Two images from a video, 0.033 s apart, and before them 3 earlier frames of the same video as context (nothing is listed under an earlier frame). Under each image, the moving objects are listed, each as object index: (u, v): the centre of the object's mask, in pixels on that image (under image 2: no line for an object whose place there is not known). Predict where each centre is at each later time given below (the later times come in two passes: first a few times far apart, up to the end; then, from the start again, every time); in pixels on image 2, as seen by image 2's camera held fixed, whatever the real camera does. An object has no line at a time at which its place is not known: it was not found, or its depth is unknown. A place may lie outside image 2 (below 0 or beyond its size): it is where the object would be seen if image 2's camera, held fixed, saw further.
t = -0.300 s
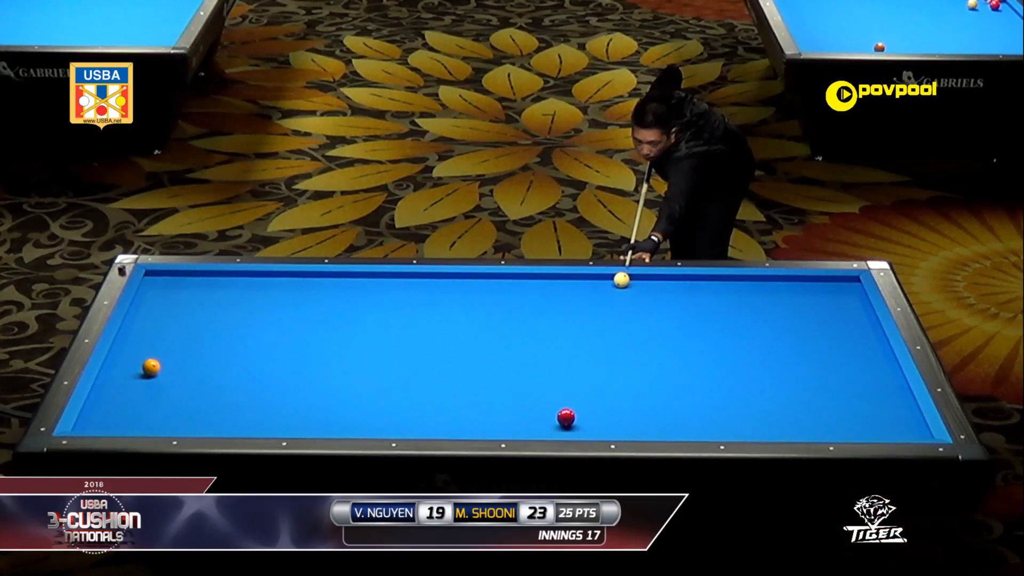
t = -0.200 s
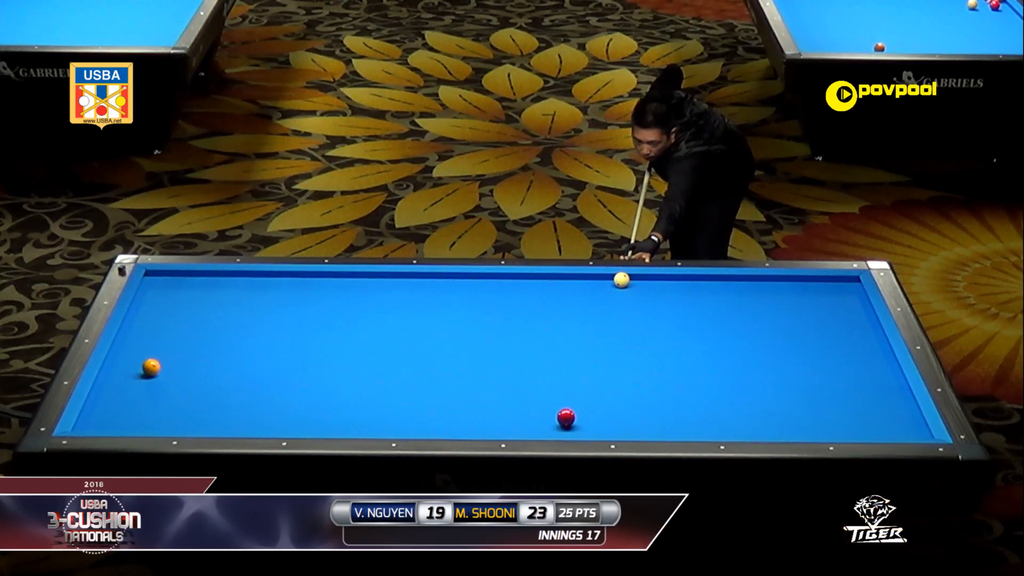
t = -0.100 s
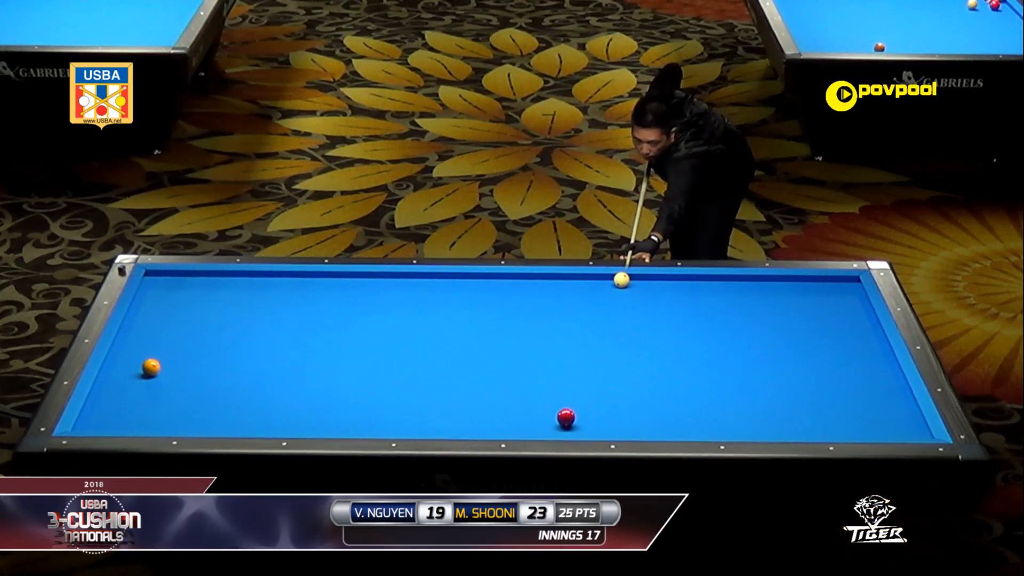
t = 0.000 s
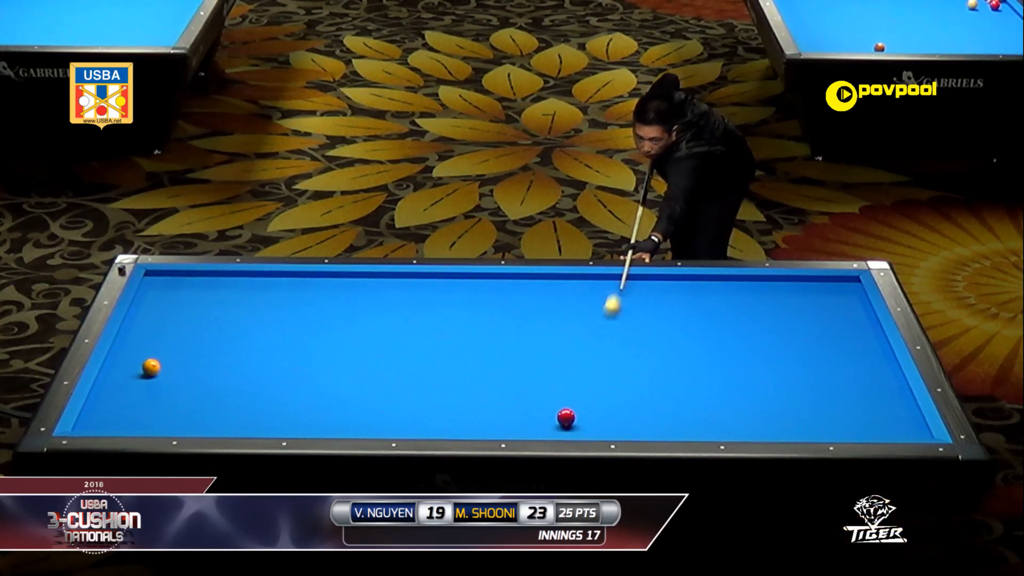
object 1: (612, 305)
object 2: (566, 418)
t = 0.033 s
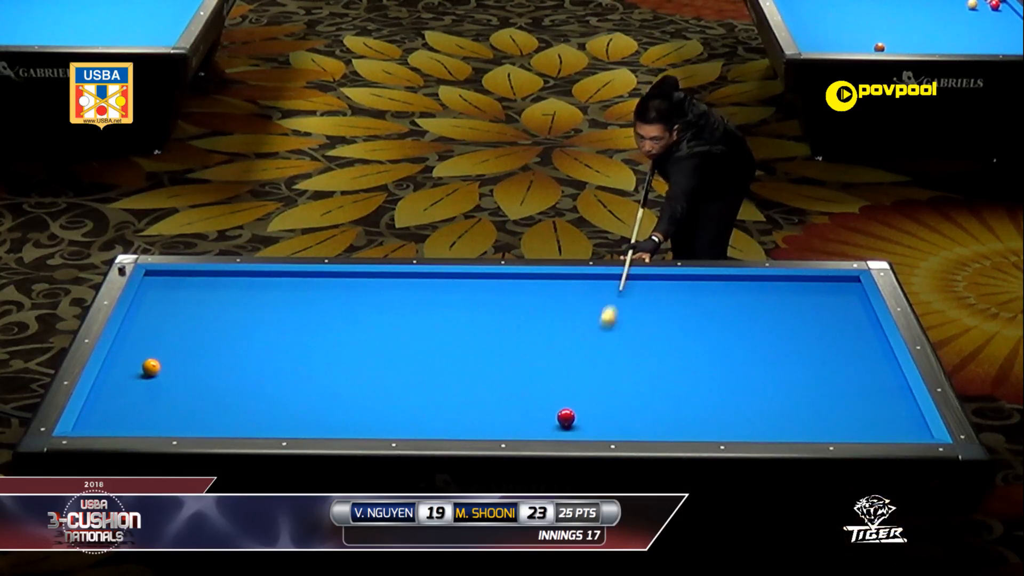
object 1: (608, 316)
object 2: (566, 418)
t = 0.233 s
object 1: (585, 391)
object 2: (566, 418)
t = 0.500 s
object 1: (659, 414)
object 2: (485, 415)
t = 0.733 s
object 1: (733, 384)
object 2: (431, 389)
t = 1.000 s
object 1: (801, 361)
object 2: (378, 363)
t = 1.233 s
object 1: (857, 342)
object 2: (334, 342)
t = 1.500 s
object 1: (840, 319)
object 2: (288, 319)
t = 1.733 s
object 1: (798, 298)
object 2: (249, 301)
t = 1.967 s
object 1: (760, 279)
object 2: (213, 283)
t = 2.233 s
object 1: (722, 291)
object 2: (177, 281)
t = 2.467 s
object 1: (689, 303)
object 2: (147, 289)
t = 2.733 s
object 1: (651, 315)
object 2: (158, 294)
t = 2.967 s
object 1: (617, 326)
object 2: (170, 299)
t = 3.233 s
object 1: (579, 339)
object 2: (183, 305)
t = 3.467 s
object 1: (544, 351)
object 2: (194, 309)
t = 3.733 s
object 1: (504, 364)
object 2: (206, 314)
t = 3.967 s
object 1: (469, 375)
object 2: (216, 318)
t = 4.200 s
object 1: (433, 387)
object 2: (226, 322)
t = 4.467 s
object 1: (392, 401)
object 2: (236, 326)
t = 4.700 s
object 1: (356, 413)
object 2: (245, 329)
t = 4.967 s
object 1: (314, 425)
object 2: (255, 334)
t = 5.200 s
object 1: (288, 424)
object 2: (263, 337)
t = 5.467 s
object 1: (263, 419)
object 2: (272, 340)
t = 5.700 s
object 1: (242, 413)
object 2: (279, 343)
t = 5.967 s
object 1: (220, 406)
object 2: (286, 346)
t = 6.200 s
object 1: (201, 401)
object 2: (292, 348)
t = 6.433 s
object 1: (184, 395)
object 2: (298, 351)
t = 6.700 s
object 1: (164, 389)
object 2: (304, 353)
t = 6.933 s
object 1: (148, 384)
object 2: (308, 355)
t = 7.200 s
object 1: (130, 379)
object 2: (313, 357)
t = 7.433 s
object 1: (115, 375)
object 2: (316, 358)
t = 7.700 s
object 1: (113, 371)
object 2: (319, 360)
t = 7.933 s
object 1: (123, 368)
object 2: (322, 361)
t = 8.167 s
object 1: (133, 365)
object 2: (324, 361)
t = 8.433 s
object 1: (139, 363)
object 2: (325, 362)
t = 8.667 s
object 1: (143, 360)
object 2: (326, 363)
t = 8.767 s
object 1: (145, 359)
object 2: (326, 363)
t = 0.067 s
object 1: (604, 329)
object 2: (566, 418)
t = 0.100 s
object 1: (600, 341)
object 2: (566, 418)
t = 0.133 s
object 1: (596, 352)
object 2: (566, 418)
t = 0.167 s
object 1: (592, 365)
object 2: (566, 418)
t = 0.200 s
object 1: (589, 378)
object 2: (566, 418)
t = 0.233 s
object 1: (585, 391)
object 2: (566, 418)
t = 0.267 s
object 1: (581, 403)
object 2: (566, 418)
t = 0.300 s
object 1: (584, 414)
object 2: (559, 420)
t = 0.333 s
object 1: (596, 421)
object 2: (543, 426)
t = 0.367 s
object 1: (609, 427)
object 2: (527, 429)
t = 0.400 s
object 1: (623, 429)
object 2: (515, 427)
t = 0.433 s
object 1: (636, 425)
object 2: (505, 424)
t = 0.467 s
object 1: (648, 419)
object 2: (494, 419)
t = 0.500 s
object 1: (659, 414)
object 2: (485, 415)
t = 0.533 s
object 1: (671, 409)
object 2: (476, 410)
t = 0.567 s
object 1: (682, 404)
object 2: (468, 406)
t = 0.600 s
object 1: (693, 400)
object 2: (460, 402)
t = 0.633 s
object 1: (703, 395)
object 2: (452, 399)
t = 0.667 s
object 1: (713, 391)
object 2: (445, 395)
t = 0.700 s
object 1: (723, 387)
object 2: (438, 392)
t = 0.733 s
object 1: (733, 384)
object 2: (431, 389)
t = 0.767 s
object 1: (742, 380)
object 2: (424, 386)
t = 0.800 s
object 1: (751, 377)
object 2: (417, 382)
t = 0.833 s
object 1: (759, 374)
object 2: (411, 379)
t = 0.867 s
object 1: (768, 372)
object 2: (404, 375)
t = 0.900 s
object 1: (776, 369)
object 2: (397, 372)
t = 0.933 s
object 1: (784, 366)
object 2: (391, 369)
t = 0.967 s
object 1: (793, 363)
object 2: (384, 366)
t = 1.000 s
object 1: (801, 361)
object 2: (378, 363)
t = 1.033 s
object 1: (809, 358)
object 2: (371, 360)
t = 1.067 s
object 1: (817, 355)
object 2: (365, 357)
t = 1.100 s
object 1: (825, 353)
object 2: (359, 354)
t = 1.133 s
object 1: (833, 350)
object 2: (353, 351)
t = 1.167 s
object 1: (841, 347)
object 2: (346, 348)
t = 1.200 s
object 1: (849, 345)
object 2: (340, 345)
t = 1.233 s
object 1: (857, 342)
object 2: (334, 342)
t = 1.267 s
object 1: (865, 340)
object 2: (328, 339)
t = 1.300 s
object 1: (872, 337)
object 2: (322, 336)
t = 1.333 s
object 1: (877, 335)
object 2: (316, 333)
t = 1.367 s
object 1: (869, 331)
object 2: (310, 330)
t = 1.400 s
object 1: (861, 328)
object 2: (305, 328)
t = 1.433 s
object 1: (853, 325)
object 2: (299, 325)
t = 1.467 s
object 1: (846, 322)
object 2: (293, 322)
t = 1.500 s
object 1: (840, 319)
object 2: (288, 319)
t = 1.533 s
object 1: (834, 316)
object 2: (282, 316)
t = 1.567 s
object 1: (828, 313)
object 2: (276, 314)
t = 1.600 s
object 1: (822, 310)
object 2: (271, 311)
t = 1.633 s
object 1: (816, 307)
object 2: (266, 309)
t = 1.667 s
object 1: (810, 304)
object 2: (260, 306)
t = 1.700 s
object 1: (804, 301)
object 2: (255, 303)
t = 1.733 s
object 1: (798, 298)
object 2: (249, 301)
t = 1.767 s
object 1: (793, 295)
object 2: (244, 298)
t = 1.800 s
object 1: (787, 293)
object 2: (239, 295)
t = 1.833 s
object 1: (781, 290)
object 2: (234, 293)
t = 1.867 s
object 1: (776, 287)
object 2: (229, 291)
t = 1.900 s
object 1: (770, 284)
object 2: (223, 288)
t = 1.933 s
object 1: (765, 281)
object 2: (218, 286)
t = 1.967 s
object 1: (760, 279)
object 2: (213, 283)
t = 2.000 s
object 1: (755, 280)
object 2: (208, 281)
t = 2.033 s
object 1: (750, 282)
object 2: (203, 278)
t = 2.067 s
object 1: (746, 284)
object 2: (199, 276)
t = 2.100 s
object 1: (741, 285)
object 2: (194, 275)
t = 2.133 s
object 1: (737, 287)
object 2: (190, 276)
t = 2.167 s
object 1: (732, 288)
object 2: (185, 278)
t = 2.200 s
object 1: (727, 290)
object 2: (181, 280)
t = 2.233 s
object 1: (722, 291)
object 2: (177, 281)
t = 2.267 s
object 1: (717, 293)
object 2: (172, 282)
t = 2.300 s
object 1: (713, 295)
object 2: (169, 283)
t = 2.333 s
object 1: (708, 296)
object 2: (164, 284)
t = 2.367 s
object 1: (703, 298)
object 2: (160, 286)
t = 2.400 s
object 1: (699, 299)
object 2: (156, 287)
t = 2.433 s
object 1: (694, 301)
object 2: (151, 288)
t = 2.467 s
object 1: (689, 303)
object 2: (147, 289)
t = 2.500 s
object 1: (684, 304)
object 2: (145, 290)
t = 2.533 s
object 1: (680, 305)
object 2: (147, 290)
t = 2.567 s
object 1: (675, 307)
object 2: (150, 291)
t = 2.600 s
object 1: (670, 309)
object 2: (151, 292)
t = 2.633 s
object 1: (666, 310)
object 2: (153, 293)
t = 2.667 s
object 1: (661, 312)
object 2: (155, 293)
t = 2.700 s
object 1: (656, 313)
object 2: (156, 294)
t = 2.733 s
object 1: (651, 315)
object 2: (158, 294)
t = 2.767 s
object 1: (646, 317)
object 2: (160, 295)
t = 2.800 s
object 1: (641, 318)
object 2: (161, 296)
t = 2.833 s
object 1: (637, 320)
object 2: (163, 297)
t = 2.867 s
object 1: (632, 321)
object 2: (165, 297)
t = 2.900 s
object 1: (627, 323)
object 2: (166, 298)
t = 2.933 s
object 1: (622, 325)
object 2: (168, 299)
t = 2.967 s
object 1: (617, 326)
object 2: (170, 299)
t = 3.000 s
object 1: (613, 328)
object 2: (171, 300)
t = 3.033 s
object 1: (608, 329)
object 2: (173, 301)
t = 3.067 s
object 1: (603, 331)
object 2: (174, 301)
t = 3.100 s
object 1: (598, 333)
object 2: (176, 302)
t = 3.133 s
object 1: (593, 334)
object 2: (178, 302)
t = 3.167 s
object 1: (588, 336)
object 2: (179, 303)
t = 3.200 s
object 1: (583, 338)
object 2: (181, 304)
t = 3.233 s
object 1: (579, 339)
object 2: (183, 305)
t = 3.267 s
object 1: (573, 341)
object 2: (184, 305)
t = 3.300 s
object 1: (569, 342)
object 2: (186, 306)
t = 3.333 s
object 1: (564, 344)
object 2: (187, 306)
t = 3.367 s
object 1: (559, 346)
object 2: (189, 307)
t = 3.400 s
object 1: (554, 348)
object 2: (191, 308)
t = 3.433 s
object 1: (549, 349)
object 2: (192, 308)
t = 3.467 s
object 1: (544, 351)
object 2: (194, 309)
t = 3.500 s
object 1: (539, 352)
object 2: (195, 310)
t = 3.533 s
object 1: (534, 354)
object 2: (197, 310)
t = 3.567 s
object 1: (529, 356)
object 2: (198, 311)
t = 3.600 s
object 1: (524, 357)
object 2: (200, 311)
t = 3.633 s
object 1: (519, 359)
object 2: (201, 312)
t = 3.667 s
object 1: (514, 361)
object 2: (203, 313)
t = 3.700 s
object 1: (509, 362)
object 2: (204, 313)
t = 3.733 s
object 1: (504, 364)
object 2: (206, 314)
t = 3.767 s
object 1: (499, 366)
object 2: (207, 314)
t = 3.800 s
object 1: (494, 368)
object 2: (209, 315)
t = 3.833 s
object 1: (489, 369)
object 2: (210, 315)
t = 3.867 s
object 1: (484, 371)
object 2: (212, 316)
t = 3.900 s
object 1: (479, 372)
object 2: (213, 317)
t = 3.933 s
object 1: (474, 374)
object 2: (215, 317)
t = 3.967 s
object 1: (469, 375)
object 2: (216, 318)
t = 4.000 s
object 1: (464, 378)
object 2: (217, 318)
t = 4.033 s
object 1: (459, 379)
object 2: (219, 319)
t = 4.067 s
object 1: (454, 381)
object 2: (220, 319)
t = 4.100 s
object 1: (449, 382)
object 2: (222, 320)
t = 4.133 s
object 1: (444, 384)
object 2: (223, 321)
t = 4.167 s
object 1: (439, 386)
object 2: (224, 321)
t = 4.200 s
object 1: (433, 387)
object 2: (226, 322)
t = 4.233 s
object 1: (428, 390)
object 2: (227, 322)
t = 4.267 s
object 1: (423, 391)
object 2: (229, 323)
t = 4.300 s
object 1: (418, 393)
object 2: (230, 323)
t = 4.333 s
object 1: (413, 395)
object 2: (231, 324)
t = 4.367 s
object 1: (408, 396)
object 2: (232, 324)
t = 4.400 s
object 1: (402, 398)
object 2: (234, 325)
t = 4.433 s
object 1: (397, 400)
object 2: (235, 325)
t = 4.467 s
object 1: (392, 401)
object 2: (236, 326)
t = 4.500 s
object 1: (387, 403)
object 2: (238, 326)
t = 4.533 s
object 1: (382, 405)
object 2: (239, 327)
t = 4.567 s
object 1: (376, 406)
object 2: (240, 327)
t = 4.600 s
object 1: (371, 408)
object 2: (242, 328)
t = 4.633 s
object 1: (367, 410)
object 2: (243, 328)
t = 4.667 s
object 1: (361, 412)
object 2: (244, 329)
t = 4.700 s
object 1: (356, 413)
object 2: (245, 329)
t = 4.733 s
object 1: (351, 415)
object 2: (246, 330)
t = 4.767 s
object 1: (346, 417)
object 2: (248, 331)
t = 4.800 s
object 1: (341, 418)
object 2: (249, 331)
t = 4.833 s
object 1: (335, 420)
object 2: (250, 332)
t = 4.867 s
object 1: (330, 421)
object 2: (251, 332)
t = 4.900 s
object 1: (325, 423)
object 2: (252, 333)
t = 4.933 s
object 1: (320, 424)
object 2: (254, 333)
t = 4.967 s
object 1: (314, 425)
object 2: (255, 334)
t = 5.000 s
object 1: (310, 426)
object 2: (256, 334)
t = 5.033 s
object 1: (304, 427)
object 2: (257, 334)
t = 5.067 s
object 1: (300, 427)
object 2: (259, 335)
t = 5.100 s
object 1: (297, 426)
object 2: (260, 335)
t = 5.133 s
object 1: (294, 426)
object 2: (261, 336)
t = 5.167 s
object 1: (291, 425)
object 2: (262, 336)
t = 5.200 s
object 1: (288, 424)
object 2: (263, 337)
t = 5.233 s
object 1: (285, 424)
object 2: (264, 337)
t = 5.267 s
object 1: (281, 423)
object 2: (265, 338)
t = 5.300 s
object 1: (278, 423)
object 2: (266, 338)
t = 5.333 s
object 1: (275, 422)
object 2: (267, 338)
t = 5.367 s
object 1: (272, 421)
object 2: (269, 339)
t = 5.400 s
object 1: (269, 421)
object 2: (270, 339)
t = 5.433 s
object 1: (266, 420)
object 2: (271, 340)
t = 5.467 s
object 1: (263, 419)
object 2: (272, 340)
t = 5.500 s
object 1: (260, 418)
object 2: (273, 341)
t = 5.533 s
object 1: (257, 417)
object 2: (274, 341)
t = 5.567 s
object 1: (254, 416)
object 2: (275, 341)
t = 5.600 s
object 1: (251, 415)
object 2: (276, 342)
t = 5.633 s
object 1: (248, 415)
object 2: (277, 342)
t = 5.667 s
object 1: (245, 414)
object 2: (278, 342)
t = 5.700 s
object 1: (242, 413)
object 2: (279, 343)
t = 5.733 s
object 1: (239, 412)
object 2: (280, 343)
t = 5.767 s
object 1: (237, 411)
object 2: (281, 344)
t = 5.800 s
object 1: (234, 410)
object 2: (282, 344)
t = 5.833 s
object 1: (231, 409)
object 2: (283, 344)
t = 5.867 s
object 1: (228, 409)
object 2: (284, 345)
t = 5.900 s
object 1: (225, 408)
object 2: (285, 345)
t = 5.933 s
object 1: (223, 407)
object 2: (285, 346)
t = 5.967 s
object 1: (220, 406)
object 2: (286, 346)
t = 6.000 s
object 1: (217, 405)
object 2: (287, 346)
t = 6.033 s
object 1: (215, 405)
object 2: (288, 347)
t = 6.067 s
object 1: (212, 404)
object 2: (289, 347)
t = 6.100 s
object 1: (209, 403)
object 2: (290, 347)
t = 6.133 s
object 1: (207, 402)
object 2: (291, 348)
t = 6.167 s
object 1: (204, 401)
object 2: (291, 348)
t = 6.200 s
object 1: (201, 401)
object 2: (292, 348)
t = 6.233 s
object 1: (199, 400)
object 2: (293, 349)
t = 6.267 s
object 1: (196, 399)
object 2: (294, 349)
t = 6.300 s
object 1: (194, 398)
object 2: (295, 350)
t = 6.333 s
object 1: (191, 398)
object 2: (296, 350)
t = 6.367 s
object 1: (188, 397)
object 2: (296, 350)
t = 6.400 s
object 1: (186, 396)
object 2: (297, 350)
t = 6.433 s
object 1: (184, 395)
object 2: (298, 351)
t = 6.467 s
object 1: (181, 395)
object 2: (299, 351)
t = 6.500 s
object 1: (178, 394)
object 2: (299, 351)
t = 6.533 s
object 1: (176, 393)
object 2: (300, 352)
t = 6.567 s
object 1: (173, 392)
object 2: (301, 352)
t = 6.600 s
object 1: (171, 391)
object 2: (301, 352)
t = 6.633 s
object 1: (169, 391)
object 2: (302, 353)
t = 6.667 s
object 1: (166, 390)
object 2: (303, 353)
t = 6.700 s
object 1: (164, 389)
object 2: (304, 353)
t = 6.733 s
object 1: (161, 389)
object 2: (304, 353)
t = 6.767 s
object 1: (159, 388)
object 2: (305, 354)
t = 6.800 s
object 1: (157, 387)
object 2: (305, 354)
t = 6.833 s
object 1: (155, 387)
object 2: (306, 354)
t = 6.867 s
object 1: (152, 386)
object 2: (307, 354)
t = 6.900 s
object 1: (150, 385)
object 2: (308, 355)
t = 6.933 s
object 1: (148, 384)
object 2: (308, 355)
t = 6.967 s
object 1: (146, 384)
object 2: (309, 355)
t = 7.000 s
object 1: (143, 383)
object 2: (309, 355)
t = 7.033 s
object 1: (141, 382)
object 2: (310, 356)
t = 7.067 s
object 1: (139, 381)
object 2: (311, 356)
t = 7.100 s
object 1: (137, 381)
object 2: (311, 356)
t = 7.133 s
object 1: (134, 380)
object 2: (312, 356)
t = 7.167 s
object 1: (132, 380)
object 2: (312, 357)
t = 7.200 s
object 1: (130, 379)
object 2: (313, 357)
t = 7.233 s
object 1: (128, 378)
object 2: (313, 357)
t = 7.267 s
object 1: (126, 378)
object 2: (314, 357)
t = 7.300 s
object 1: (124, 377)
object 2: (314, 357)
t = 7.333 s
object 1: (122, 376)
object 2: (315, 358)
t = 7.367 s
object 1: (120, 376)
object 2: (315, 358)
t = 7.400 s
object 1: (117, 375)
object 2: (316, 358)
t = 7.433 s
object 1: (115, 375)
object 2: (316, 358)
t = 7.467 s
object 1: (114, 374)
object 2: (317, 359)
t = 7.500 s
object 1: (111, 373)
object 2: (317, 359)
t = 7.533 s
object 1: (109, 373)
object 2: (317, 359)
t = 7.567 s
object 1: (107, 372)
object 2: (318, 359)
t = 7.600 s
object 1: (108, 372)
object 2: (318, 359)
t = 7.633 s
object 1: (110, 371)
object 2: (319, 359)
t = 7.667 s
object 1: (111, 371)
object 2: (319, 360)
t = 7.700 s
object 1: (113, 371)
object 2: (319, 360)
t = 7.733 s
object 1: (115, 370)
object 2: (320, 360)
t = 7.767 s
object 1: (116, 370)
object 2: (320, 360)
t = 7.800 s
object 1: (117, 370)
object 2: (320, 360)
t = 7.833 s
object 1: (119, 369)
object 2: (321, 360)
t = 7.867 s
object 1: (120, 369)
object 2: (321, 360)
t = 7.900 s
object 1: (122, 368)
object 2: (321, 360)
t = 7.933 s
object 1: (123, 368)
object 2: (322, 361)
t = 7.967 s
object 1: (125, 368)
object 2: (322, 361)
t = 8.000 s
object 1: (126, 367)
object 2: (322, 361)
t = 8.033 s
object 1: (128, 367)
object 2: (323, 361)
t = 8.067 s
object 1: (129, 367)
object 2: (323, 361)
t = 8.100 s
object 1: (130, 366)
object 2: (323, 361)
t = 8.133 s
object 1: (132, 366)
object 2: (323, 361)
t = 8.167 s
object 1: (133, 365)
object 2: (324, 361)
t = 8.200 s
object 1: (134, 365)
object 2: (324, 362)
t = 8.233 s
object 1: (135, 365)
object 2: (324, 362)
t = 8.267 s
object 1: (136, 364)
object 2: (324, 362)
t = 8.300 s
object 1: (136, 364)
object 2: (325, 362)
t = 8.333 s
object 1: (137, 364)
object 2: (325, 362)
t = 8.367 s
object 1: (138, 363)
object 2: (325, 362)
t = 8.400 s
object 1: (138, 363)
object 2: (325, 362)
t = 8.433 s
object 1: (139, 363)
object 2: (325, 362)
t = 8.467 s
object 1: (139, 362)
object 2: (326, 362)
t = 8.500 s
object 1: (140, 362)
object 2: (326, 362)
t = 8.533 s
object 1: (140, 362)
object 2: (326, 362)
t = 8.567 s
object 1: (141, 361)
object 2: (326, 363)
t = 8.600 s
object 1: (142, 361)
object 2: (326, 363)
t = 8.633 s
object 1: (143, 360)
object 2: (326, 363)
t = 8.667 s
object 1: (143, 360)
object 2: (326, 363)
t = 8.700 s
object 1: (144, 360)
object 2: (326, 363)
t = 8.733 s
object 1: (144, 359)
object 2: (326, 363)
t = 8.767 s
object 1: (145, 359)
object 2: (326, 363)
